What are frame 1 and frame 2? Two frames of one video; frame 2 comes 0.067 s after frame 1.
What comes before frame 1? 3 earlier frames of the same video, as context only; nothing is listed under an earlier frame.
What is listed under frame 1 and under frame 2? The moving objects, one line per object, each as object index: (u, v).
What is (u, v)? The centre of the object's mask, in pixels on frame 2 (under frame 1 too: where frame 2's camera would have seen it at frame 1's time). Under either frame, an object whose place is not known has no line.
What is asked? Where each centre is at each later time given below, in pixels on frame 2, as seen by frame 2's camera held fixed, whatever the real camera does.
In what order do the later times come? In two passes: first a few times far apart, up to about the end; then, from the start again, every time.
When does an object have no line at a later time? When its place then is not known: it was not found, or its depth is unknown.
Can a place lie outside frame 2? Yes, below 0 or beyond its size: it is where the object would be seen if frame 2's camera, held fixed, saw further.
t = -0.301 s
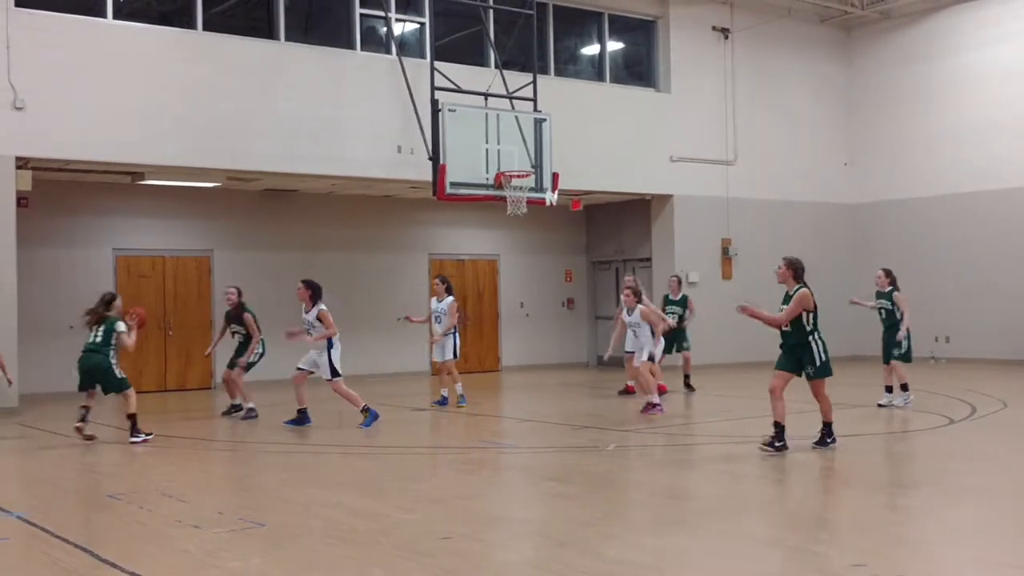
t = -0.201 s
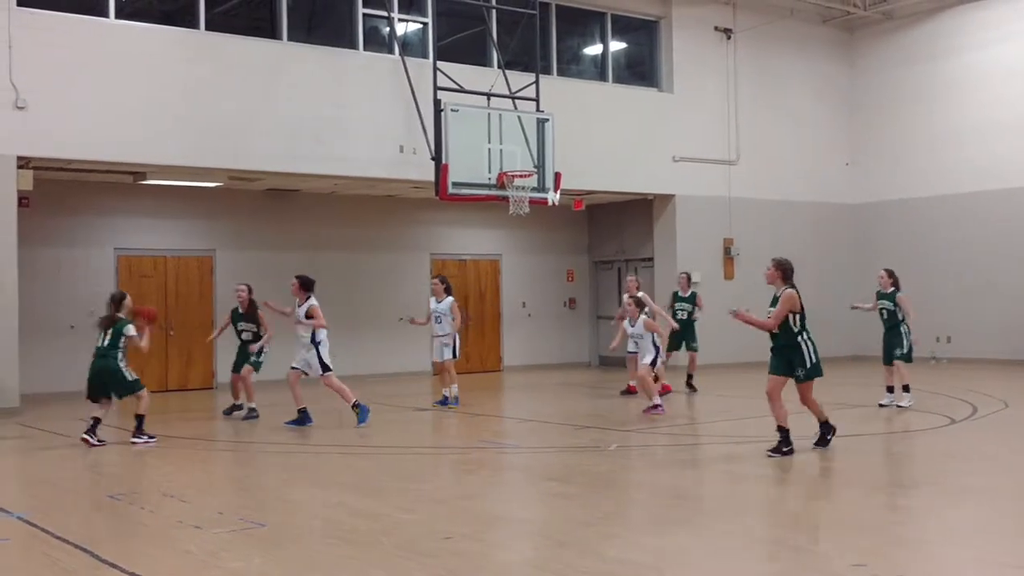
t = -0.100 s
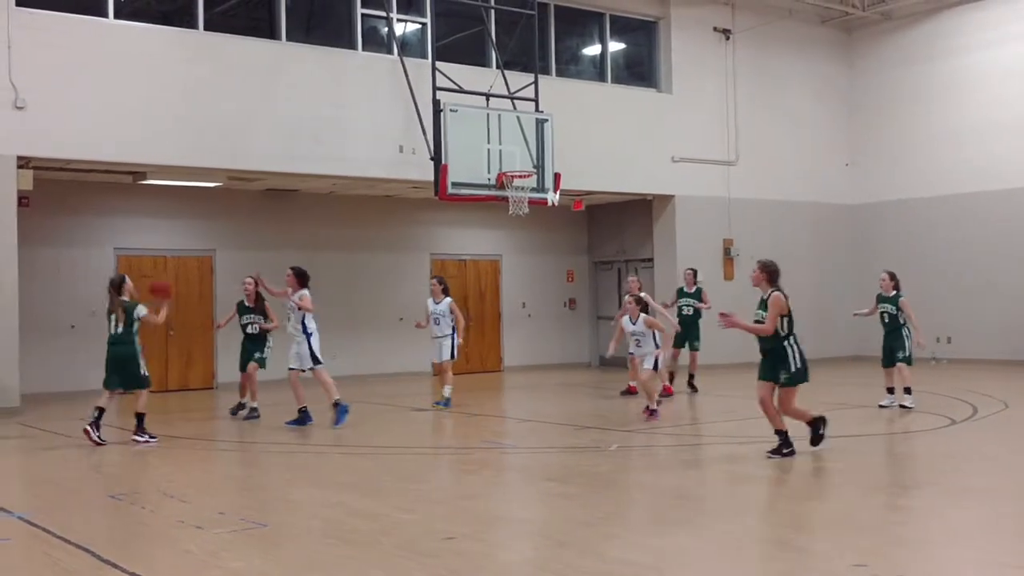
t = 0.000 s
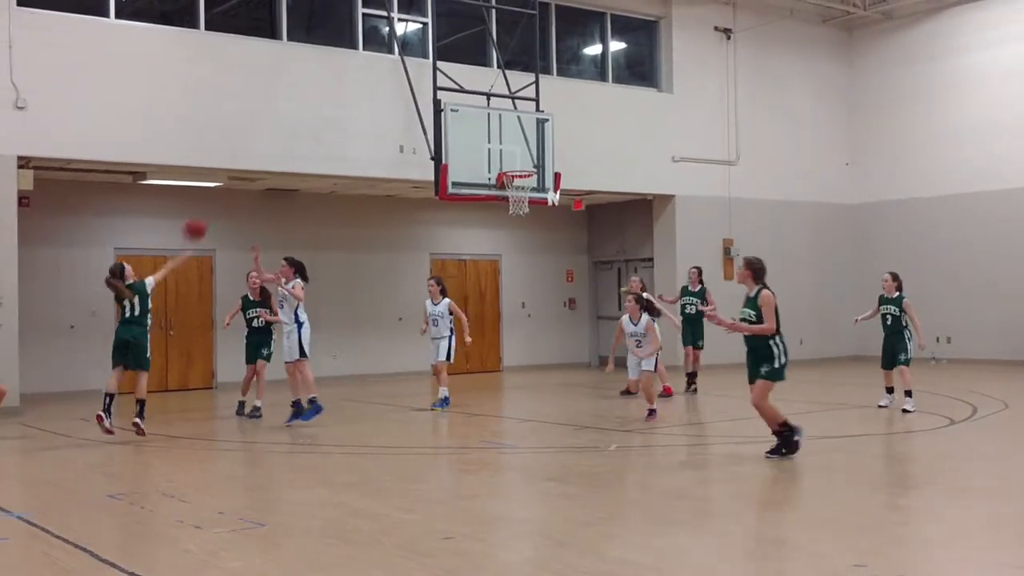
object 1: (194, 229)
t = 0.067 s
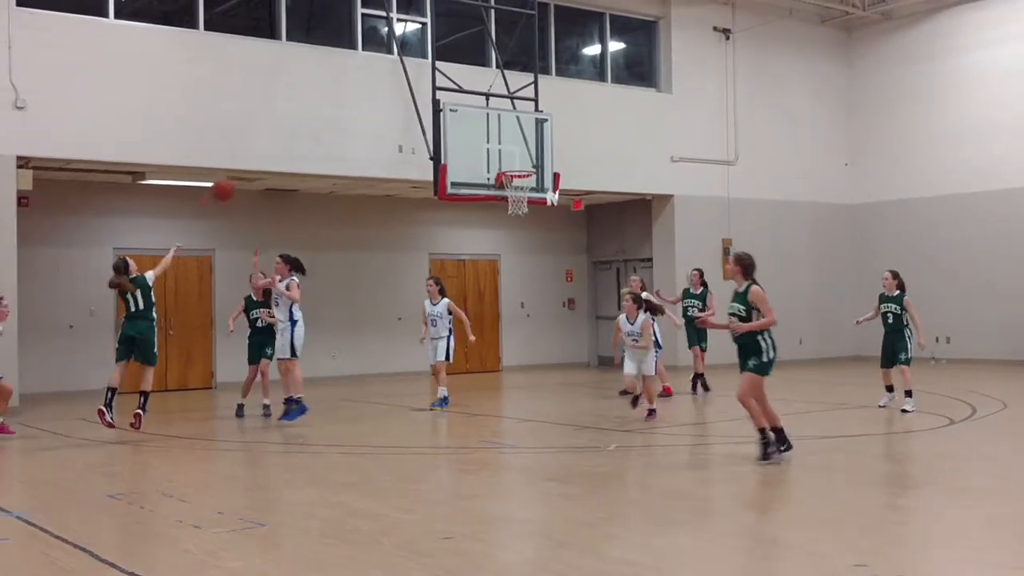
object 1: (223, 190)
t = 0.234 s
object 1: (288, 115)
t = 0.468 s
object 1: (367, 62)
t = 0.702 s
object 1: (437, 57)
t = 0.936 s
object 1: (499, 95)
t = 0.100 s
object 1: (236, 172)
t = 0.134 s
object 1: (250, 155)
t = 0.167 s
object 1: (263, 140)
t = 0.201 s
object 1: (276, 127)
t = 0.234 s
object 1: (288, 115)
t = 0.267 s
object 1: (301, 104)
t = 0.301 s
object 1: (312, 94)
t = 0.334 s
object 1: (324, 85)
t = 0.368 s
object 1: (335, 78)
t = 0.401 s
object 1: (346, 72)
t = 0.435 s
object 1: (356, 66)
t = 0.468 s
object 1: (367, 62)
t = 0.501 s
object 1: (377, 58)
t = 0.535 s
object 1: (388, 56)
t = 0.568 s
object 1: (398, 54)
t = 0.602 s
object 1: (409, 54)
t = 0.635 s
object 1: (418, 54)
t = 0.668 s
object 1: (427, 56)
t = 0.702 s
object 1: (437, 57)
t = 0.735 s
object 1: (446, 60)
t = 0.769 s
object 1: (455, 64)
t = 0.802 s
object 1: (464, 69)
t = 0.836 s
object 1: (473, 75)
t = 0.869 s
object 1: (482, 81)
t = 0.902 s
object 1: (491, 88)
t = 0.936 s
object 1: (499, 95)
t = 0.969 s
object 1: (508, 104)
